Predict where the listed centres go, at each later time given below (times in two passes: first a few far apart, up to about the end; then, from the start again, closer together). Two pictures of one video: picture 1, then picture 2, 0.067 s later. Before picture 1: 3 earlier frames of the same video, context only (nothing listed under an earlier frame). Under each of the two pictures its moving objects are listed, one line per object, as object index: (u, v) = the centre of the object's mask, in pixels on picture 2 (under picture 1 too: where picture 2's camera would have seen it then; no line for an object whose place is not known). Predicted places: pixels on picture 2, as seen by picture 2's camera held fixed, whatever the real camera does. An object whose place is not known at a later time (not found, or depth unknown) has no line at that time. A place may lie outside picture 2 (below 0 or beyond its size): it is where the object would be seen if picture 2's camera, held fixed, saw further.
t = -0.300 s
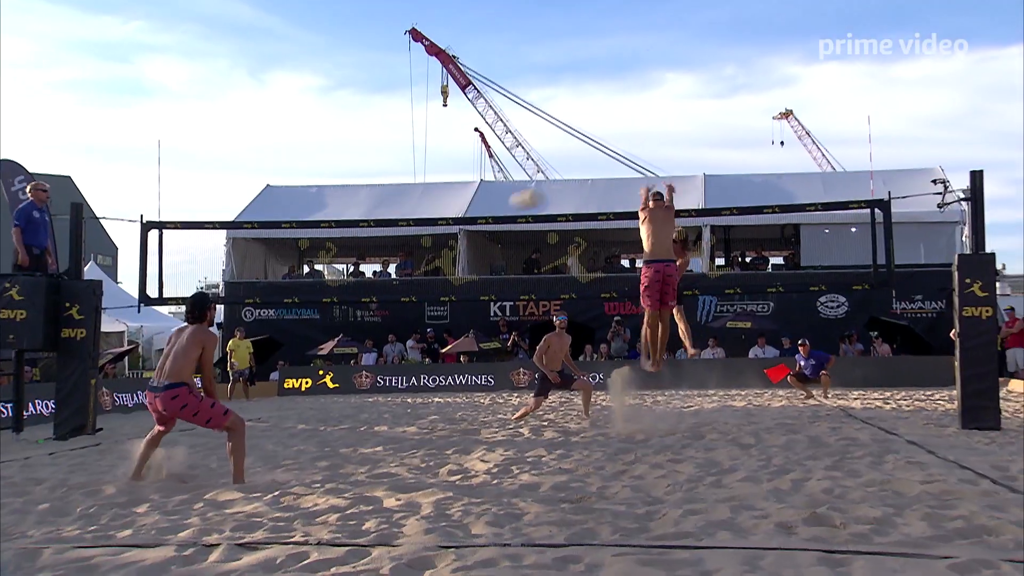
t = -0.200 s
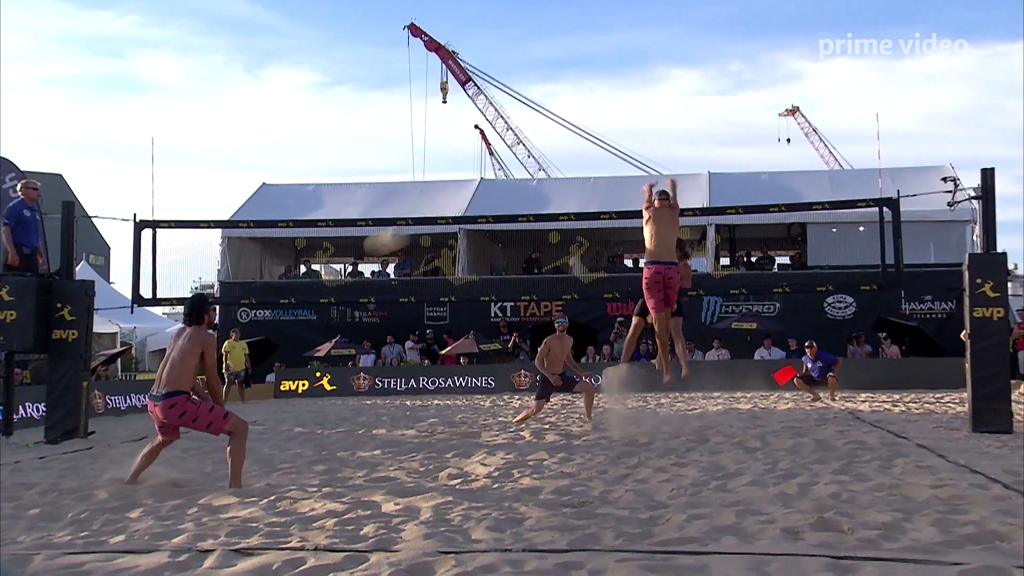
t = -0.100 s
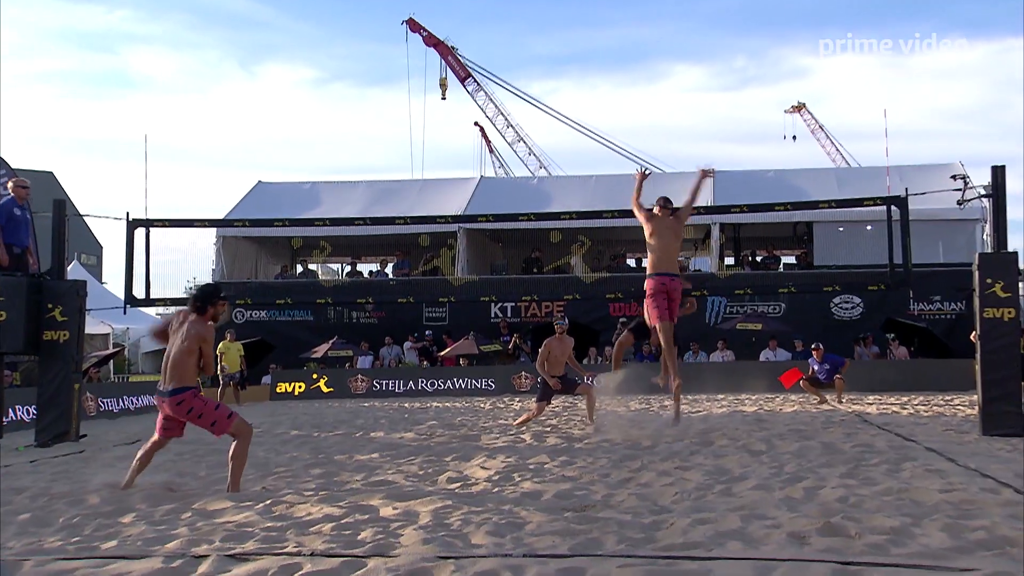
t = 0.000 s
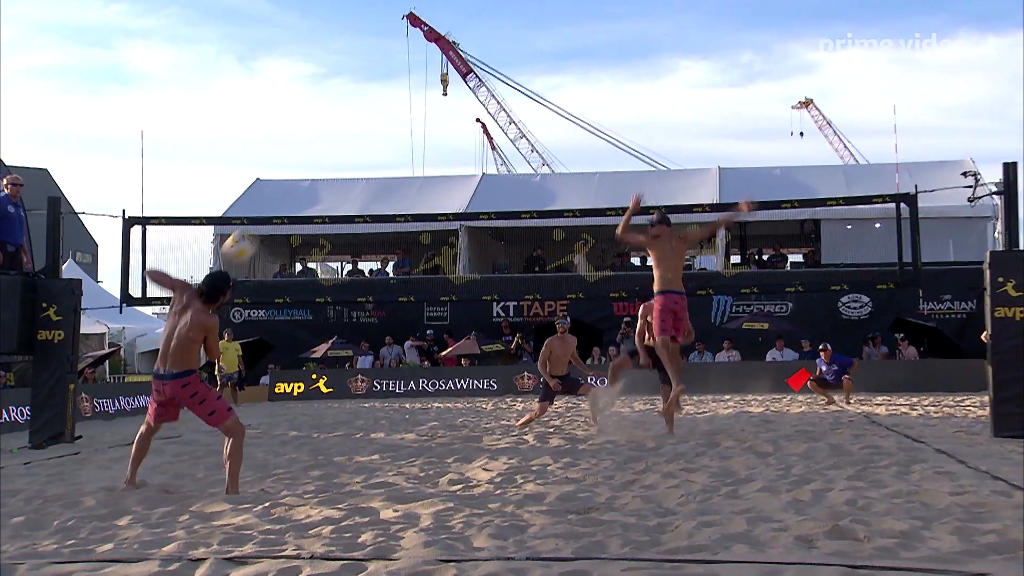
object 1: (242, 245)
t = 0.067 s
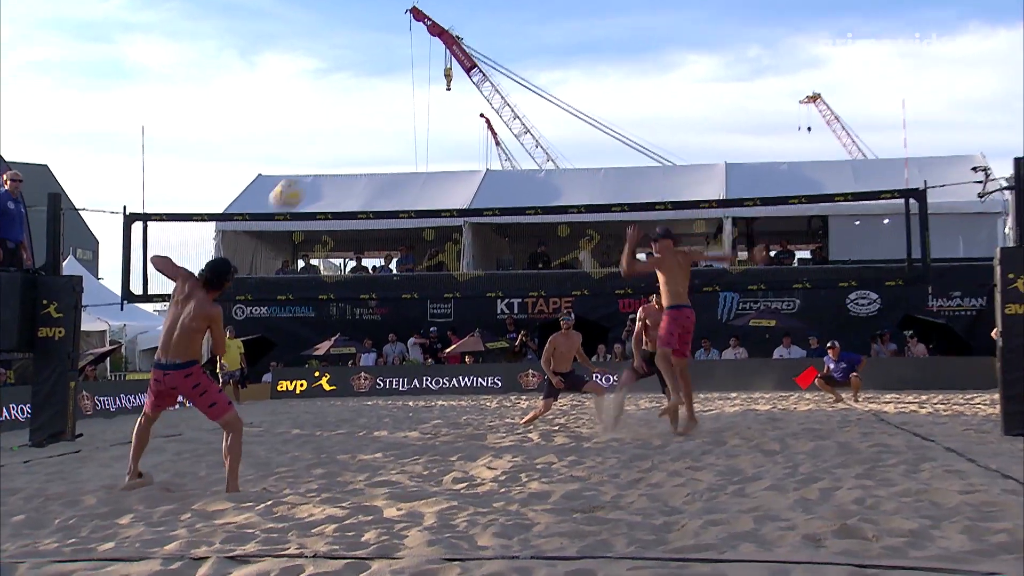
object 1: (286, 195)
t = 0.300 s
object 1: (436, 76)
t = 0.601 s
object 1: (587, 43)
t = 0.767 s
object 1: (654, 71)
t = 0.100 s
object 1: (309, 174)
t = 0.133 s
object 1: (332, 152)
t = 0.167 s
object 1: (353, 134)
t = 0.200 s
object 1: (375, 116)
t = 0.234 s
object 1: (395, 101)
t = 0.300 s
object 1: (436, 76)
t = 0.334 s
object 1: (453, 67)
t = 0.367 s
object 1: (472, 59)
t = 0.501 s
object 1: (541, 42)
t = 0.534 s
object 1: (557, 41)
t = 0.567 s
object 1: (573, 41)
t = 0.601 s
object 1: (587, 43)
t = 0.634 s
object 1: (601, 47)
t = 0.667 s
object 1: (615, 51)
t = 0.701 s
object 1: (628, 56)
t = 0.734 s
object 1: (642, 64)
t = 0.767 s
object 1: (654, 71)
